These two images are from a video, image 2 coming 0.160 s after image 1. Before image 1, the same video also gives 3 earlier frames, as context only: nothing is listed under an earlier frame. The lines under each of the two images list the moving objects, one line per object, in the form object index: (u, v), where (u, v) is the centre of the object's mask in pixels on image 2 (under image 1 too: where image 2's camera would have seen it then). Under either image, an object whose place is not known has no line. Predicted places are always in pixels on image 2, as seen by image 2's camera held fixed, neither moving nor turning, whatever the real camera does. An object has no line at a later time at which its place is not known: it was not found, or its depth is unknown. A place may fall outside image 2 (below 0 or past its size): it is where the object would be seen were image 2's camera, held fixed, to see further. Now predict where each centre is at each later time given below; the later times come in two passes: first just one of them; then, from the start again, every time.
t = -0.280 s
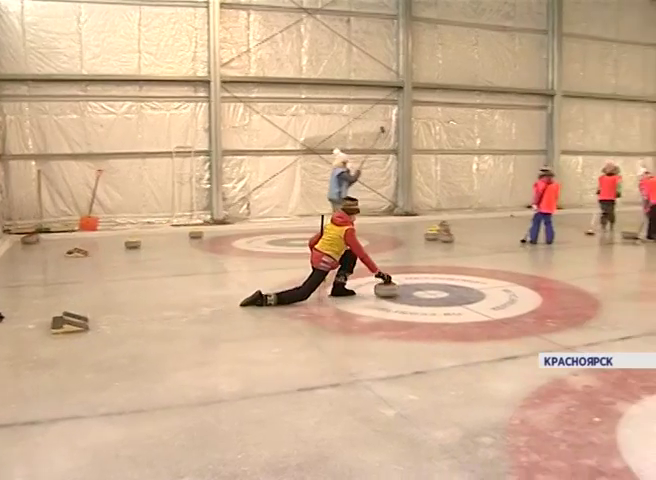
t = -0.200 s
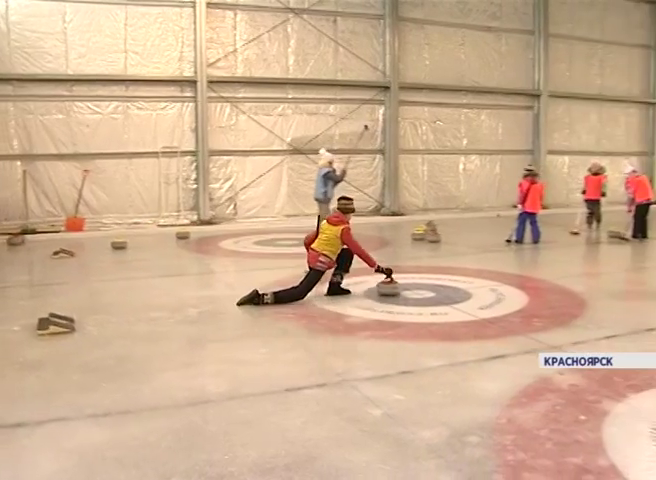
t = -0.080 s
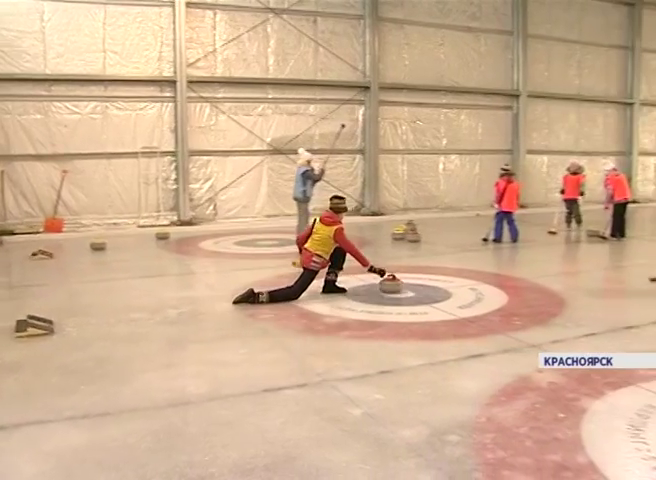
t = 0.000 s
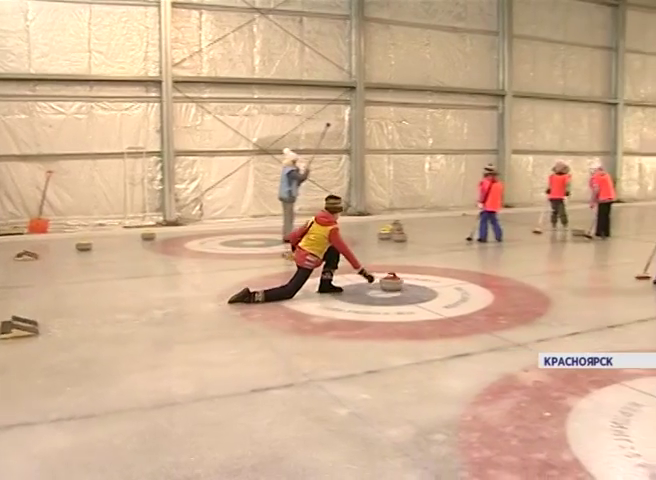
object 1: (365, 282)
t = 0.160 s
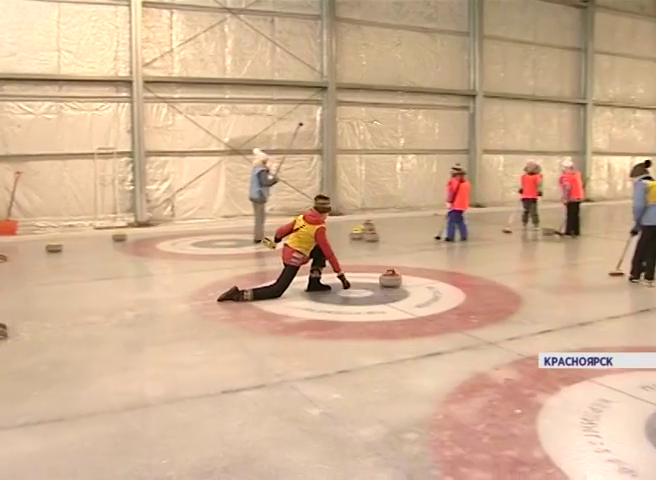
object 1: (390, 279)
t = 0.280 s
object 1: (408, 276)
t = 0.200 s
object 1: (396, 278)
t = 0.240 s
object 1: (402, 277)
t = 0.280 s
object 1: (408, 276)
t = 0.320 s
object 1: (414, 276)
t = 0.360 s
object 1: (419, 275)
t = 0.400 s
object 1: (424, 274)
